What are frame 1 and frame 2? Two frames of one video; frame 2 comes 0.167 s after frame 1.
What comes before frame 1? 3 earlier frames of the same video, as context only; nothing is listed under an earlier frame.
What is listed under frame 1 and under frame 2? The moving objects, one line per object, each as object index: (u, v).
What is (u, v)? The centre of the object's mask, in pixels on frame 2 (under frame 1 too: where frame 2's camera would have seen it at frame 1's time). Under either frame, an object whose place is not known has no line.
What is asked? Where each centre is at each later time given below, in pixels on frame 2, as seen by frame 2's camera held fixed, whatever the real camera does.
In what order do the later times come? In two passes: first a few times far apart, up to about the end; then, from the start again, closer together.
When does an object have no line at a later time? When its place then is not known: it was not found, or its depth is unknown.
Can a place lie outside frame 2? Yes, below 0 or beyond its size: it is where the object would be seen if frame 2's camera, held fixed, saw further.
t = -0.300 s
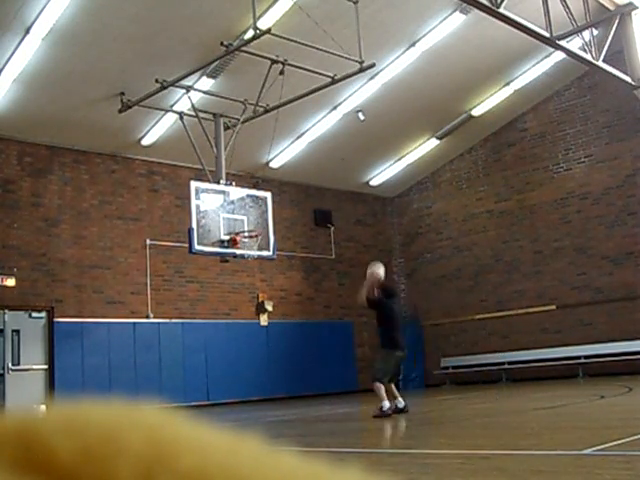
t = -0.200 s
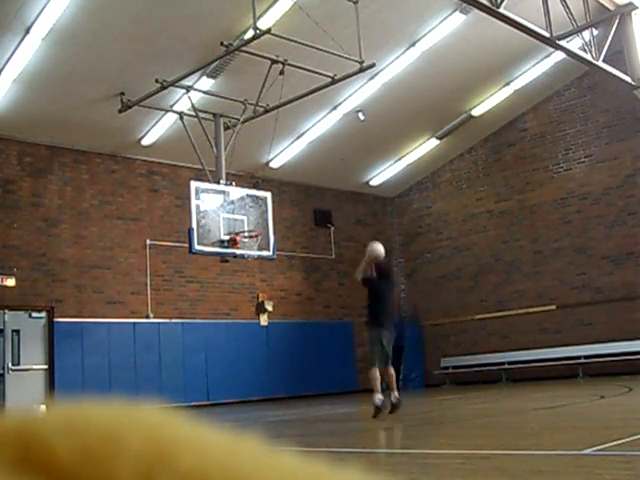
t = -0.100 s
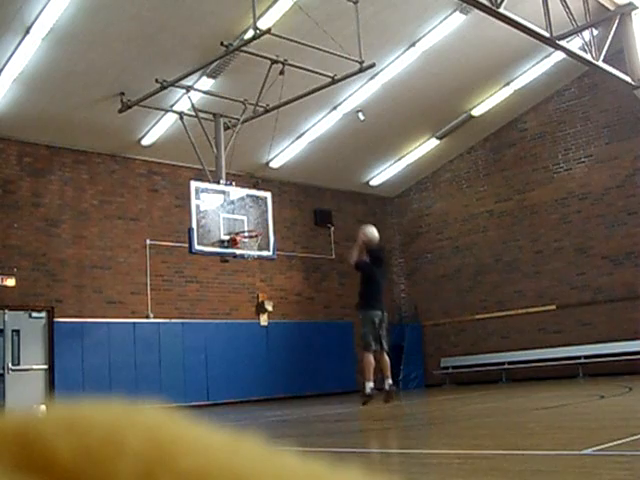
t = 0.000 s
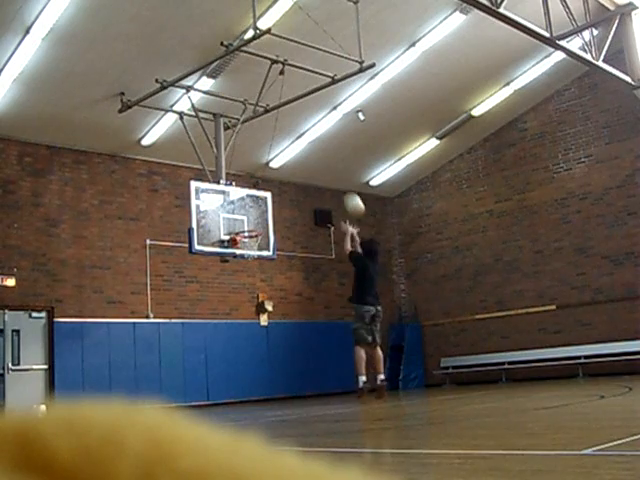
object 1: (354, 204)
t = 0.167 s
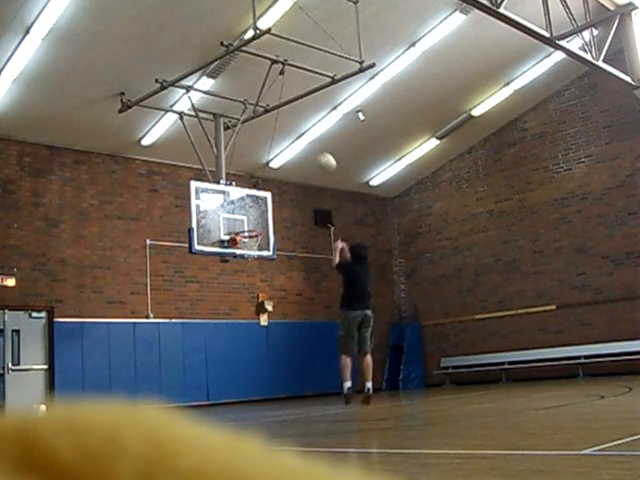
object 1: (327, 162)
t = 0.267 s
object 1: (313, 150)
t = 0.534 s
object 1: (280, 142)
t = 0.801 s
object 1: (254, 175)
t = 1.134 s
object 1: (218, 236)
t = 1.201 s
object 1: (203, 241)
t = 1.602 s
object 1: (124, 347)
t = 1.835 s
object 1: (76, 391)
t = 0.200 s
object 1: (321, 156)
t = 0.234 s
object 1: (317, 152)
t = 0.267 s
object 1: (313, 150)
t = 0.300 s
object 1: (309, 147)
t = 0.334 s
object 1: (306, 150)
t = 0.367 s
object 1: (301, 146)
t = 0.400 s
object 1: (294, 142)
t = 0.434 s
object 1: (291, 140)
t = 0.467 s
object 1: (287, 140)
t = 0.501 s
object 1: (283, 141)
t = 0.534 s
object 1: (280, 142)
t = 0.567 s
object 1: (276, 145)
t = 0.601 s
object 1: (273, 148)
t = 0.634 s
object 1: (269, 151)
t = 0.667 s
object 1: (266, 155)
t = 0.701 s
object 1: (263, 157)
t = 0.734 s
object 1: (261, 163)
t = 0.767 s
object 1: (257, 170)
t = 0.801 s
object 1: (254, 175)
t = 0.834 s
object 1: (252, 181)
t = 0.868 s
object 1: (249, 187)
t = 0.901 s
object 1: (247, 200)
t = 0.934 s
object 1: (244, 203)
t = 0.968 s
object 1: (243, 212)
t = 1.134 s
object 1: (218, 236)
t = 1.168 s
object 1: (209, 237)
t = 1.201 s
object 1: (203, 241)
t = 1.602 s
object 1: (124, 347)
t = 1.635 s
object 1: (117, 361)
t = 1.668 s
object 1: (110, 376)
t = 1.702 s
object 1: (104, 390)
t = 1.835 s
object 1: (76, 391)
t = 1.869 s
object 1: (70, 382)
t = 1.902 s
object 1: (64, 374)
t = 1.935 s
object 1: (57, 366)
